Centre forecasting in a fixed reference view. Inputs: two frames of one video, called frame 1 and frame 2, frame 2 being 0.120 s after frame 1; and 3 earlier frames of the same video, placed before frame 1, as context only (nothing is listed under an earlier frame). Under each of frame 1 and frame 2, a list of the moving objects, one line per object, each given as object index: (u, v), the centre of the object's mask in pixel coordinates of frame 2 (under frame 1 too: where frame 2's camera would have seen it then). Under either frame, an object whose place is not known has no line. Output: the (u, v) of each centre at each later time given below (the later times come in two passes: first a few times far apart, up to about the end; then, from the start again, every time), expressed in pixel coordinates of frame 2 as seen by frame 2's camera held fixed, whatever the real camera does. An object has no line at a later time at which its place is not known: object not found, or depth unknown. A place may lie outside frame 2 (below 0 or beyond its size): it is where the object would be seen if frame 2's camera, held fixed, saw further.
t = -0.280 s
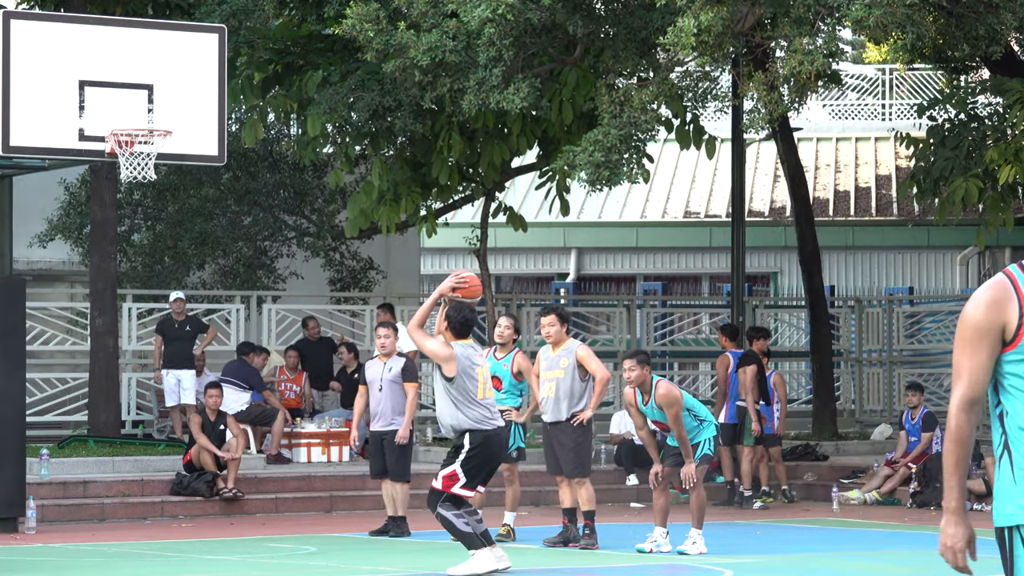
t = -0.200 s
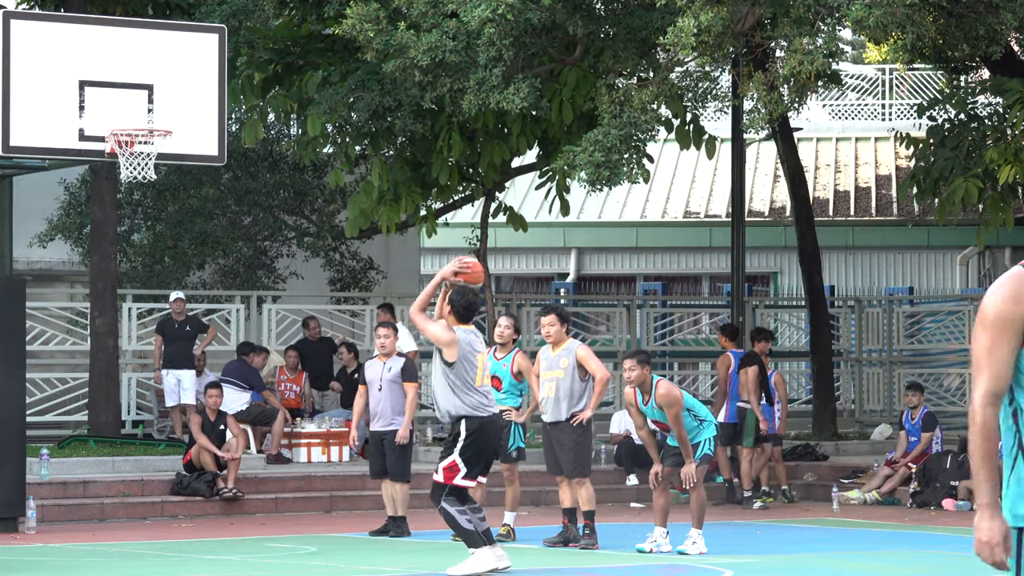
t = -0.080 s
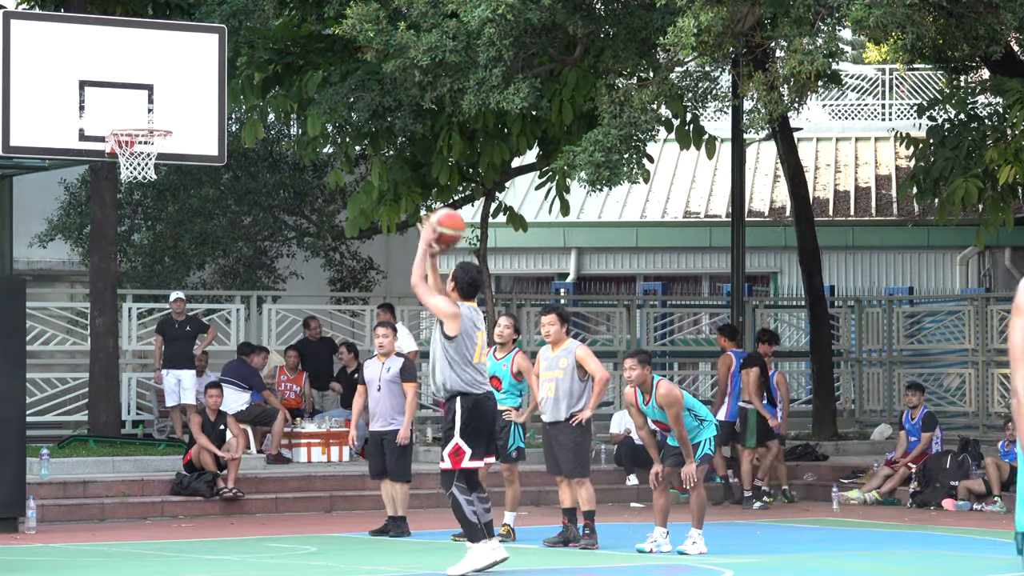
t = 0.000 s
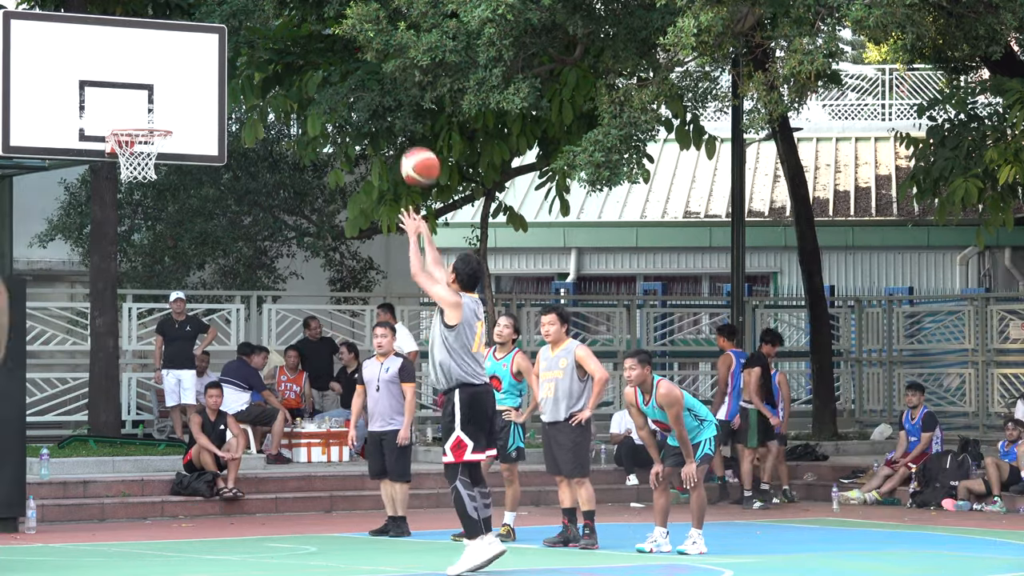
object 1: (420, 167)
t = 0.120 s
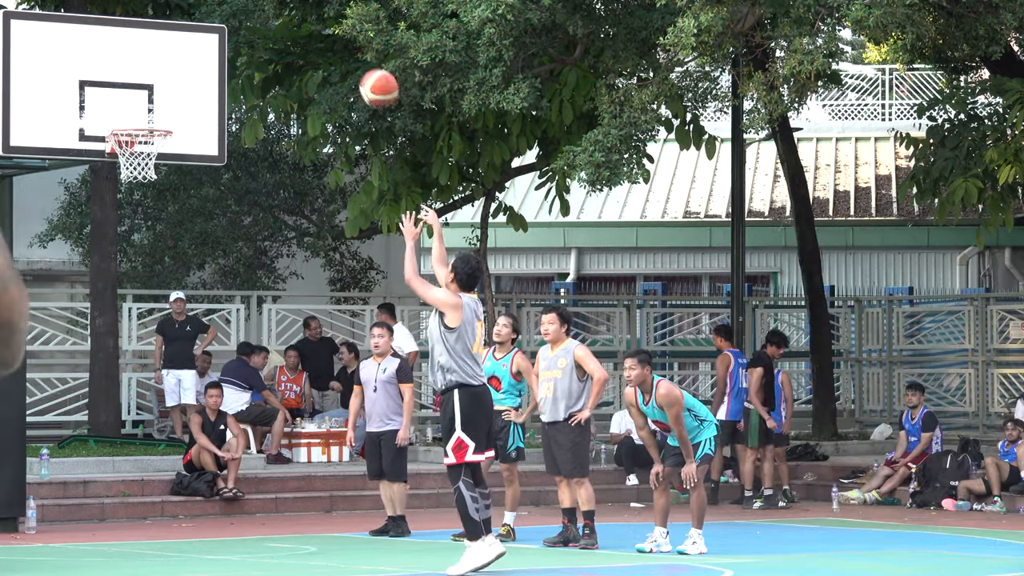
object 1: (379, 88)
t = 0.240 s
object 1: (340, 34)
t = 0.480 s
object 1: (266, 3)
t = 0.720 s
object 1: (198, 28)
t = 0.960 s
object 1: (142, 115)
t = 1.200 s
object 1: (155, 107)
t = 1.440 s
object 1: (206, 129)
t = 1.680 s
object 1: (256, 228)
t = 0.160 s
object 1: (365, 68)
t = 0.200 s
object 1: (352, 50)
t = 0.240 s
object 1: (340, 34)
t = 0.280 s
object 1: (327, 20)
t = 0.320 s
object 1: (314, 13)
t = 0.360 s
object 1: (302, 9)
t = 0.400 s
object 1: (290, 6)
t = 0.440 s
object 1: (278, 4)
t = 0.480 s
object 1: (266, 3)
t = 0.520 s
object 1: (254, 3)
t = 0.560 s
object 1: (242, 5)
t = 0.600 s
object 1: (231, 8)
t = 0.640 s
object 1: (219, 11)
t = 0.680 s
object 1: (209, 16)
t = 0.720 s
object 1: (198, 28)
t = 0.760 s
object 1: (187, 42)
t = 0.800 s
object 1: (177, 59)
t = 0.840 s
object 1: (166, 77)
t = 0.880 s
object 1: (156, 96)
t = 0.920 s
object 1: (146, 115)
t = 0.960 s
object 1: (142, 115)
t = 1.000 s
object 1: (136, 117)
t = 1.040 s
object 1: (130, 119)
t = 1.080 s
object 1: (130, 119)
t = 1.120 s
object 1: (138, 115)
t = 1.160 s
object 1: (147, 111)
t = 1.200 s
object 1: (155, 107)
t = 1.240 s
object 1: (163, 105)
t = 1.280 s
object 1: (171, 105)
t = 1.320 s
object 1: (179, 108)
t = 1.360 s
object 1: (188, 113)
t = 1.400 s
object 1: (196, 119)
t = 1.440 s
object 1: (206, 129)
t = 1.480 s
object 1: (214, 140)
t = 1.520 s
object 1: (222, 154)
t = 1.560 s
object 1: (230, 169)
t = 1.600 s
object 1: (239, 186)
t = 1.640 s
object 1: (247, 206)
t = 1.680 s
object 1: (256, 228)
